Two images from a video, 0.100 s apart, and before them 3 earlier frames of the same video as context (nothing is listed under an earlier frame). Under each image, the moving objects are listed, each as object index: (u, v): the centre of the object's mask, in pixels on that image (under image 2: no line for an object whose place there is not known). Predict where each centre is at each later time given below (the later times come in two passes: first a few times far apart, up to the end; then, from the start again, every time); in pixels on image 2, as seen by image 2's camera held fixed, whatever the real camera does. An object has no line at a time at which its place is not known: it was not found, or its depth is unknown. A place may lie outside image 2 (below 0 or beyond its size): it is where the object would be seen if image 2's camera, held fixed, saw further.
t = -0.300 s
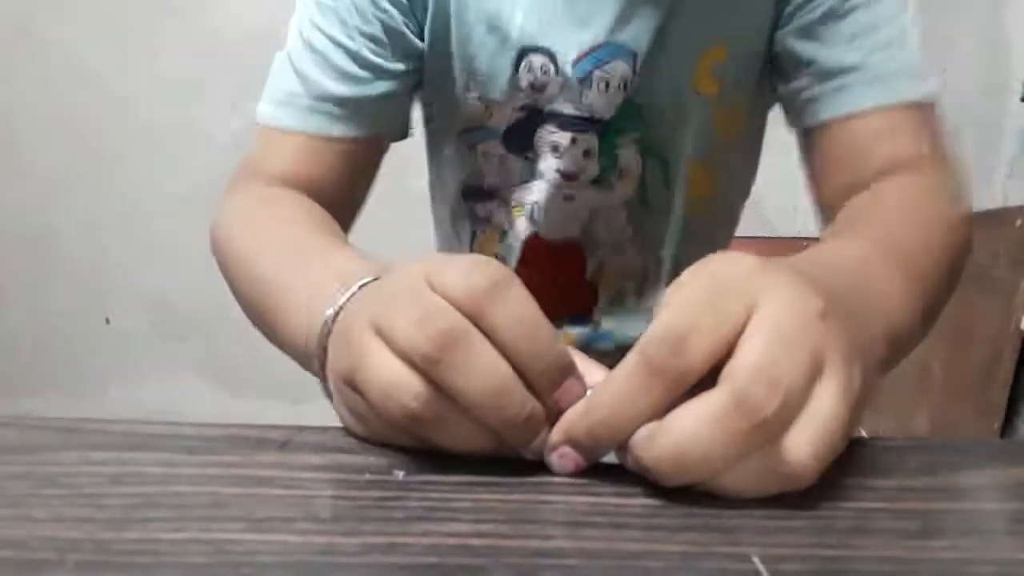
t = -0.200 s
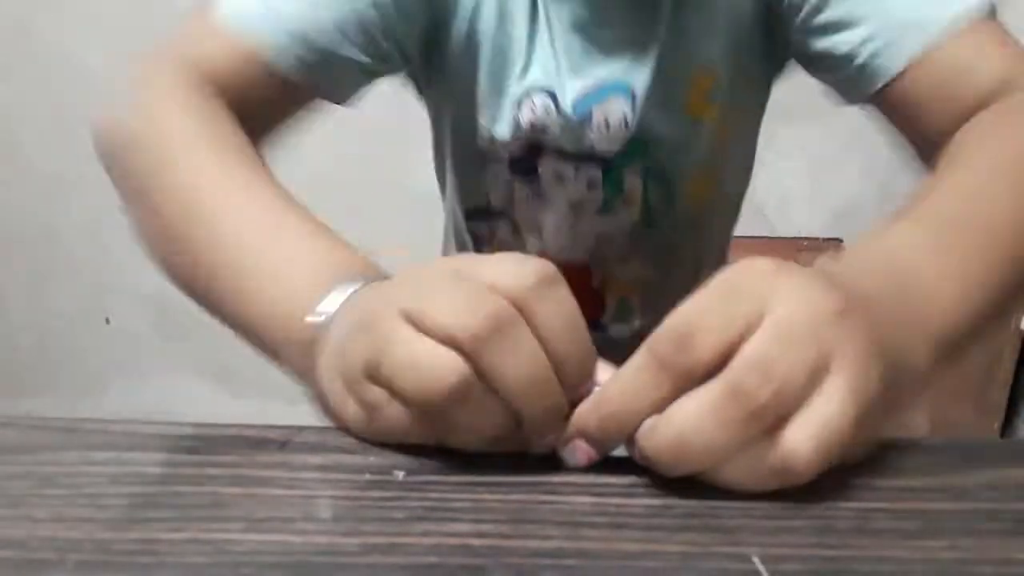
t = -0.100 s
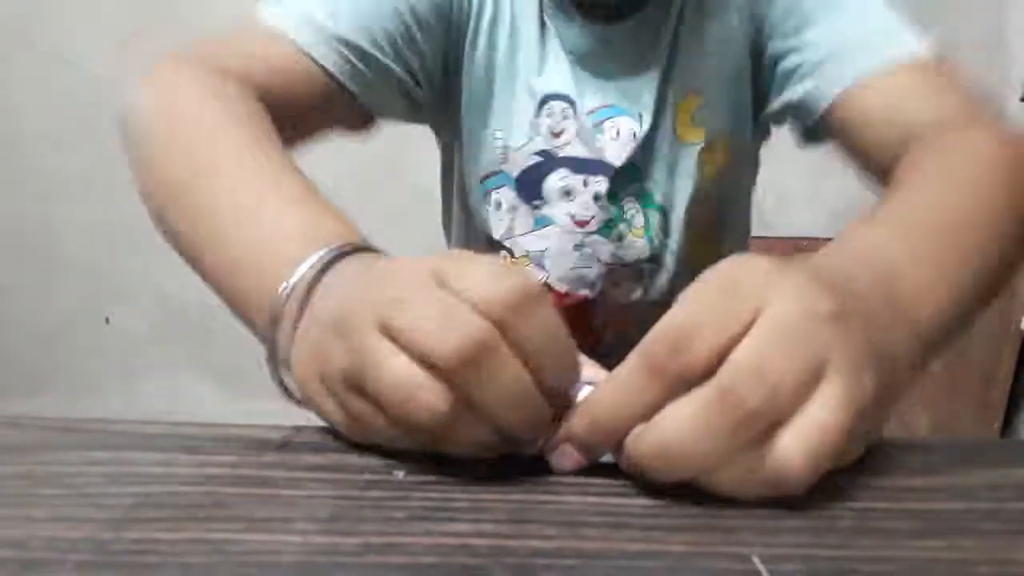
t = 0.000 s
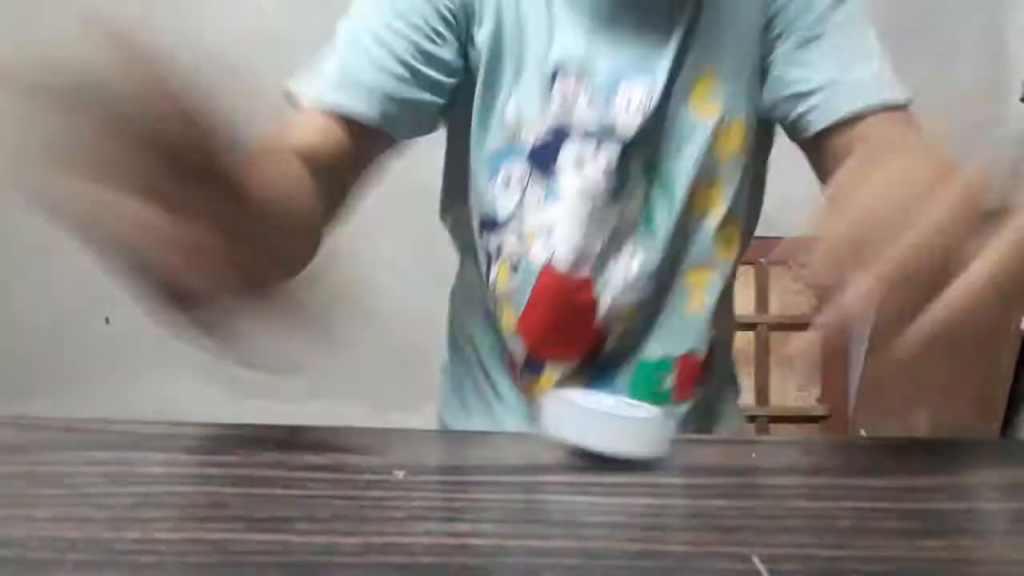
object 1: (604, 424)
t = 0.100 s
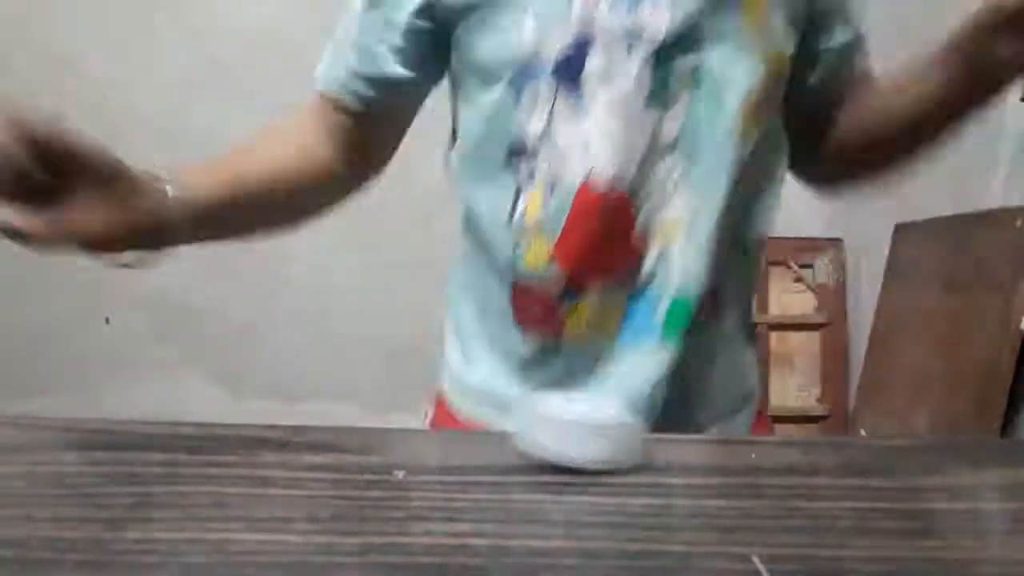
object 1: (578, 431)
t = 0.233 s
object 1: (564, 440)
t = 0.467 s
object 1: (482, 458)
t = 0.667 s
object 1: (451, 460)
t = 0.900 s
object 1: (454, 460)
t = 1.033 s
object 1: (454, 460)
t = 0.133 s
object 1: (575, 433)
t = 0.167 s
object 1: (571, 436)
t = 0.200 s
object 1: (568, 438)
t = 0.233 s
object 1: (564, 440)
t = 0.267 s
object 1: (554, 444)
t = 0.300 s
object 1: (544, 446)
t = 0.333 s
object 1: (536, 450)
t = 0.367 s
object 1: (522, 453)
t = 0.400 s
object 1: (511, 455)
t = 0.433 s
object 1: (496, 457)
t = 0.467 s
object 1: (482, 458)
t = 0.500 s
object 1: (471, 457)
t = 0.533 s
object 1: (461, 455)
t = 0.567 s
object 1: (455, 460)
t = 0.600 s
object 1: (458, 452)
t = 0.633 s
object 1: (454, 455)
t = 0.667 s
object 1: (451, 460)
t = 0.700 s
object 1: (454, 460)
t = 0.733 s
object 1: (455, 460)
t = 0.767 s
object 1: (454, 460)
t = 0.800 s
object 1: (454, 460)
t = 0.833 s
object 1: (455, 460)
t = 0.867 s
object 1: (455, 460)
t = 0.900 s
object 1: (454, 460)
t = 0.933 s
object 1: (455, 460)
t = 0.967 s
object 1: (454, 460)
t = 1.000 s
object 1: (454, 460)
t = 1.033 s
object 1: (454, 460)
